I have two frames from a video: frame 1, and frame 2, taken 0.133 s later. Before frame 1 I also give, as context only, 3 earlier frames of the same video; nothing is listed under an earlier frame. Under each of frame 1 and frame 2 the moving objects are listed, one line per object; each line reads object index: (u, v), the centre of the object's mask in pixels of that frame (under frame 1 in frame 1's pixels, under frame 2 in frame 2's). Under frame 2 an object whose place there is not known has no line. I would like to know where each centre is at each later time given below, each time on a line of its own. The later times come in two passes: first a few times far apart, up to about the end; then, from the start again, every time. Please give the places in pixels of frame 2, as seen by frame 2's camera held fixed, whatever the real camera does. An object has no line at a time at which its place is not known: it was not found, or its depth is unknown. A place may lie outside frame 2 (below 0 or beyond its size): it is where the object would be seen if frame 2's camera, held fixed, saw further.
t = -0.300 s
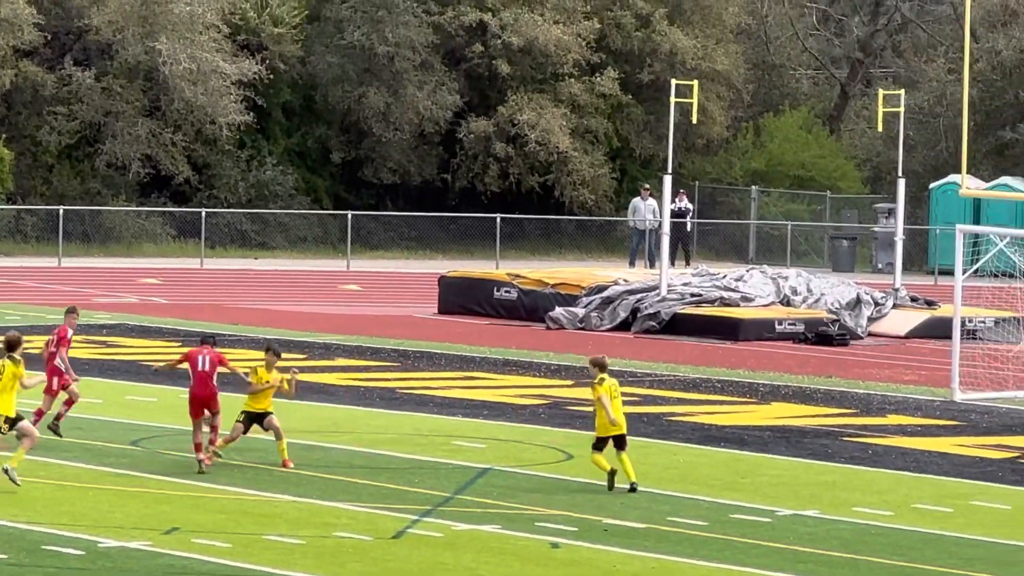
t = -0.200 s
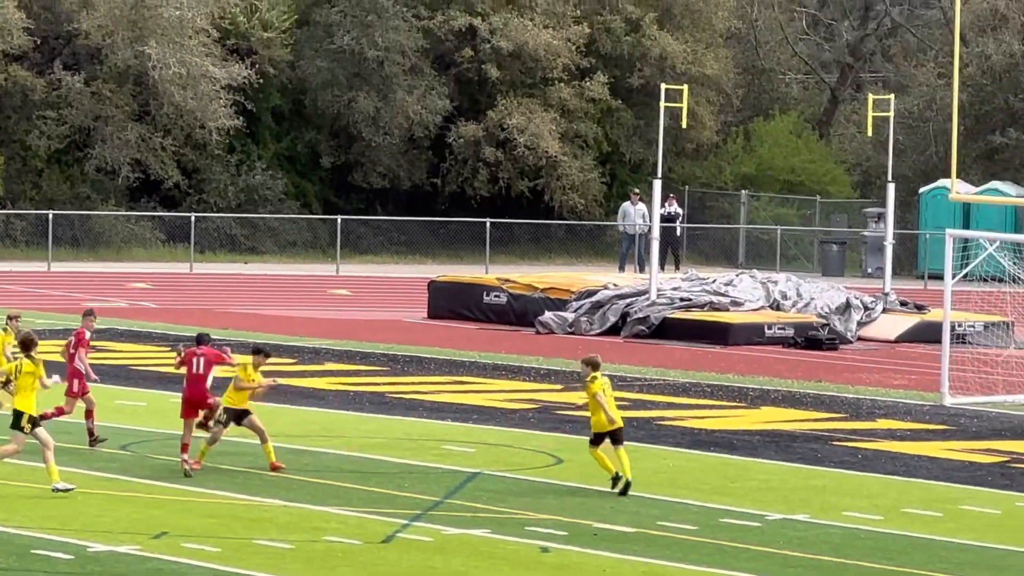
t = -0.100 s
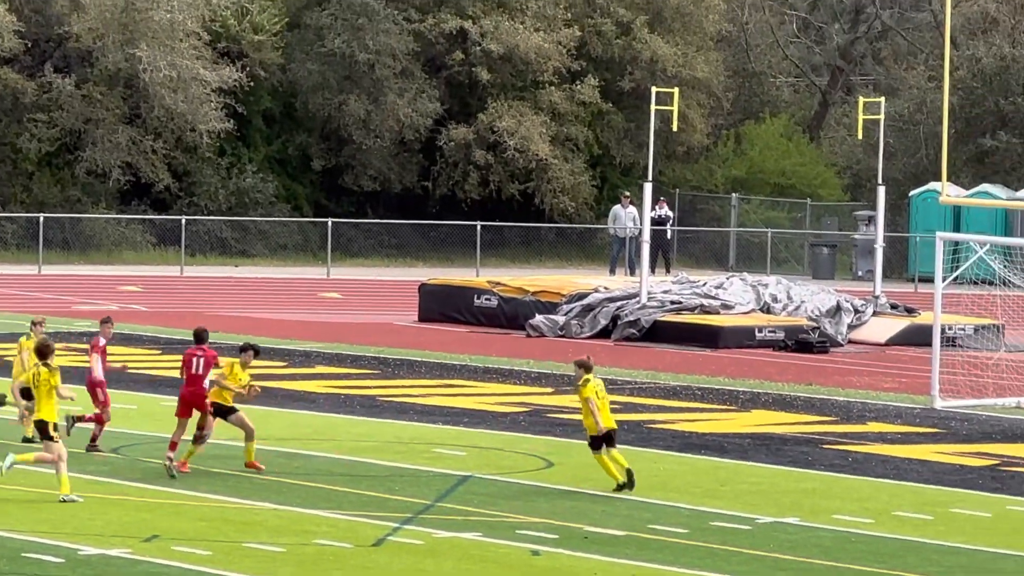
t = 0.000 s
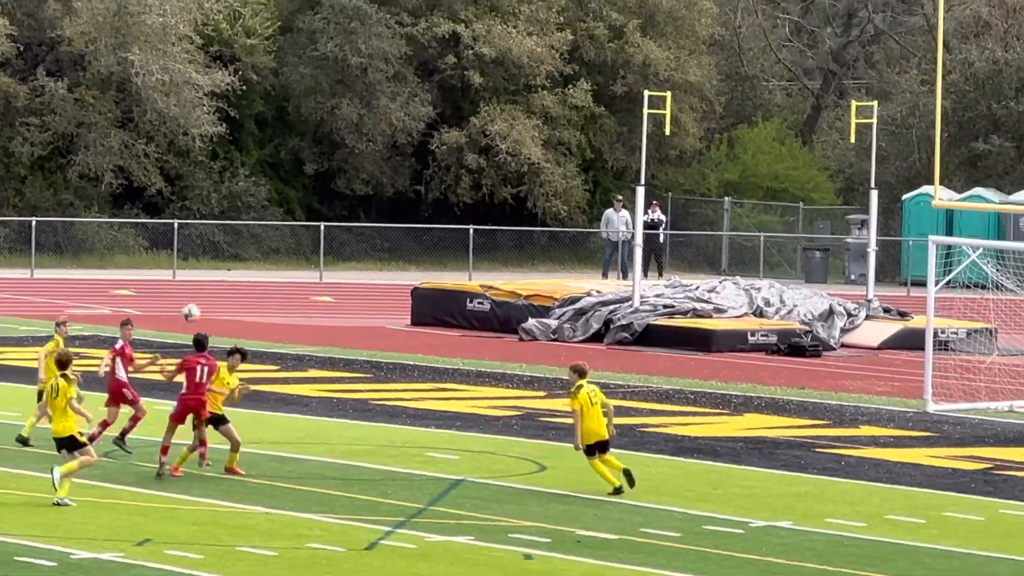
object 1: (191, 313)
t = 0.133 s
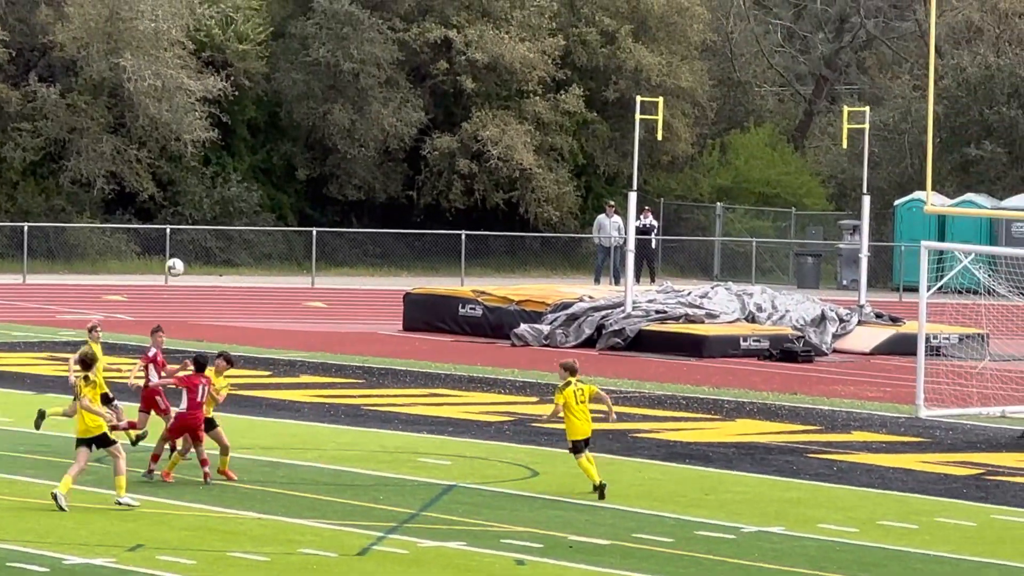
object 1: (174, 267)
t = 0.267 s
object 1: (165, 232)
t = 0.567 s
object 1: (144, 205)
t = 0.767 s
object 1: (129, 229)
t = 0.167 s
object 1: (172, 256)
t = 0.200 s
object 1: (170, 247)
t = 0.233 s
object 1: (167, 239)
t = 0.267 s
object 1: (165, 232)
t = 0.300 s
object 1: (163, 224)
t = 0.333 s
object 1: (161, 219)
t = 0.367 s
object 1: (159, 214)
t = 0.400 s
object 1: (156, 210)
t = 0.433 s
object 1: (154, 208)
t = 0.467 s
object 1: (152, 206)
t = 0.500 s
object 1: (149, 205)
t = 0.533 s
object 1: (147, 205)
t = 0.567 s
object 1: (144, 205)
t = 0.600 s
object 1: (142, 207)
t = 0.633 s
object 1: (139, 210)
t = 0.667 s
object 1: (137, 213)
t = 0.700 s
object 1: (135, 217)
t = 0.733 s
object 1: (132, 223)
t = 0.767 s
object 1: (129, 229)
